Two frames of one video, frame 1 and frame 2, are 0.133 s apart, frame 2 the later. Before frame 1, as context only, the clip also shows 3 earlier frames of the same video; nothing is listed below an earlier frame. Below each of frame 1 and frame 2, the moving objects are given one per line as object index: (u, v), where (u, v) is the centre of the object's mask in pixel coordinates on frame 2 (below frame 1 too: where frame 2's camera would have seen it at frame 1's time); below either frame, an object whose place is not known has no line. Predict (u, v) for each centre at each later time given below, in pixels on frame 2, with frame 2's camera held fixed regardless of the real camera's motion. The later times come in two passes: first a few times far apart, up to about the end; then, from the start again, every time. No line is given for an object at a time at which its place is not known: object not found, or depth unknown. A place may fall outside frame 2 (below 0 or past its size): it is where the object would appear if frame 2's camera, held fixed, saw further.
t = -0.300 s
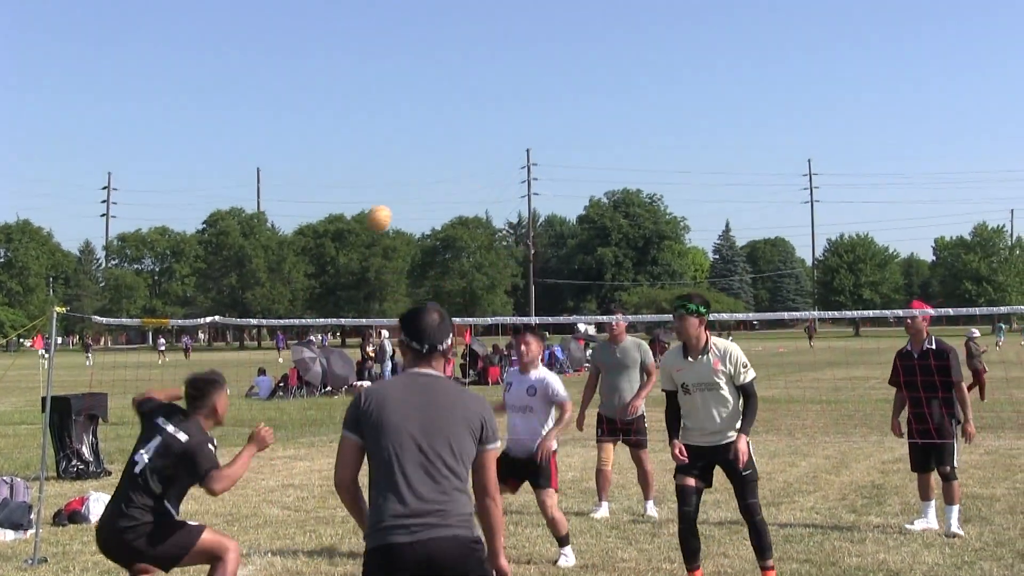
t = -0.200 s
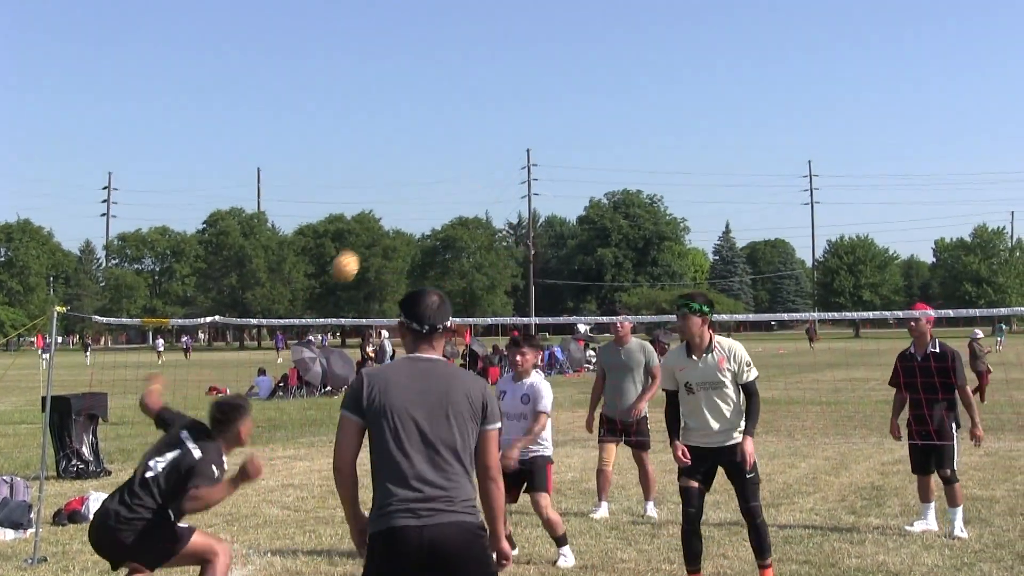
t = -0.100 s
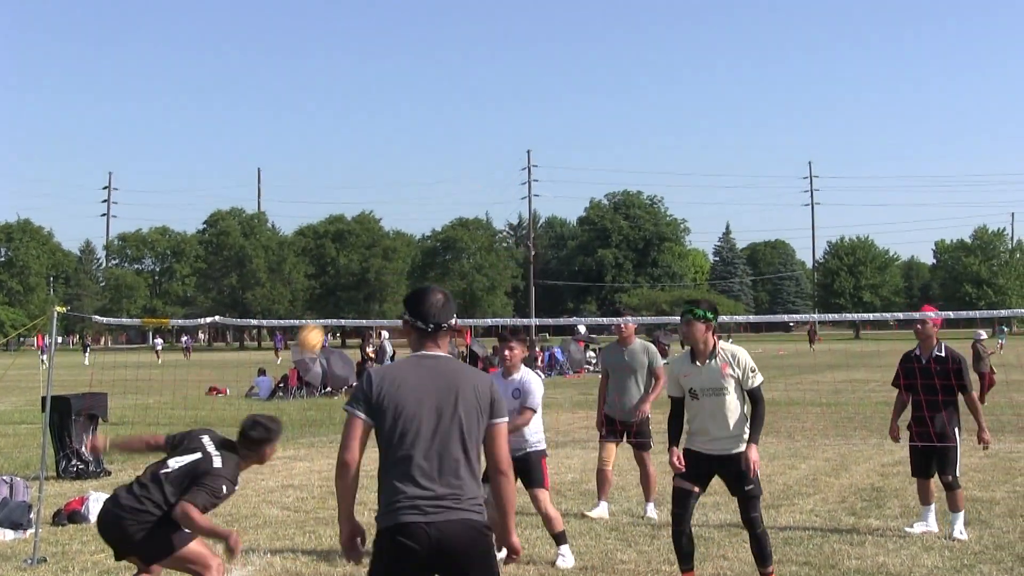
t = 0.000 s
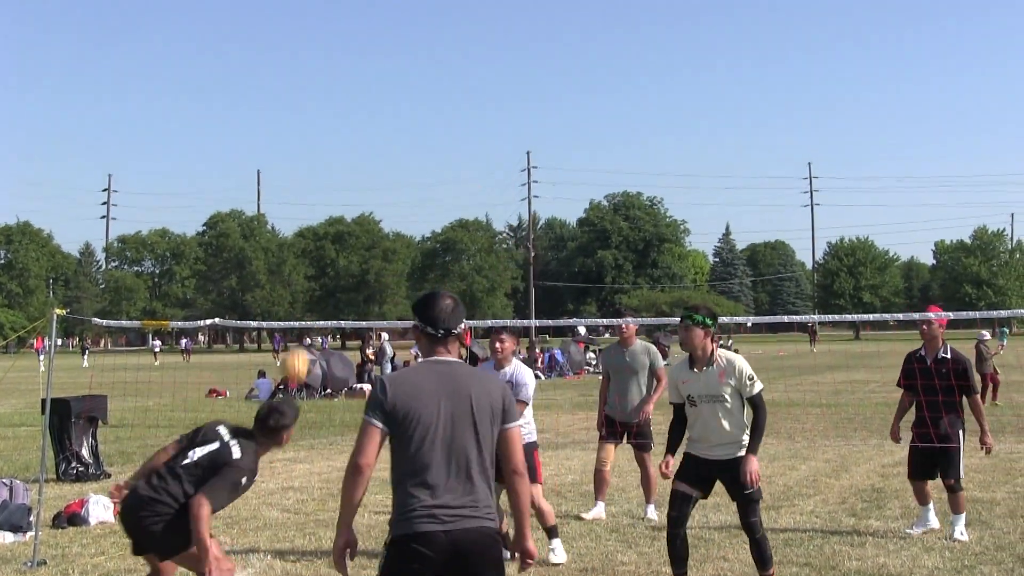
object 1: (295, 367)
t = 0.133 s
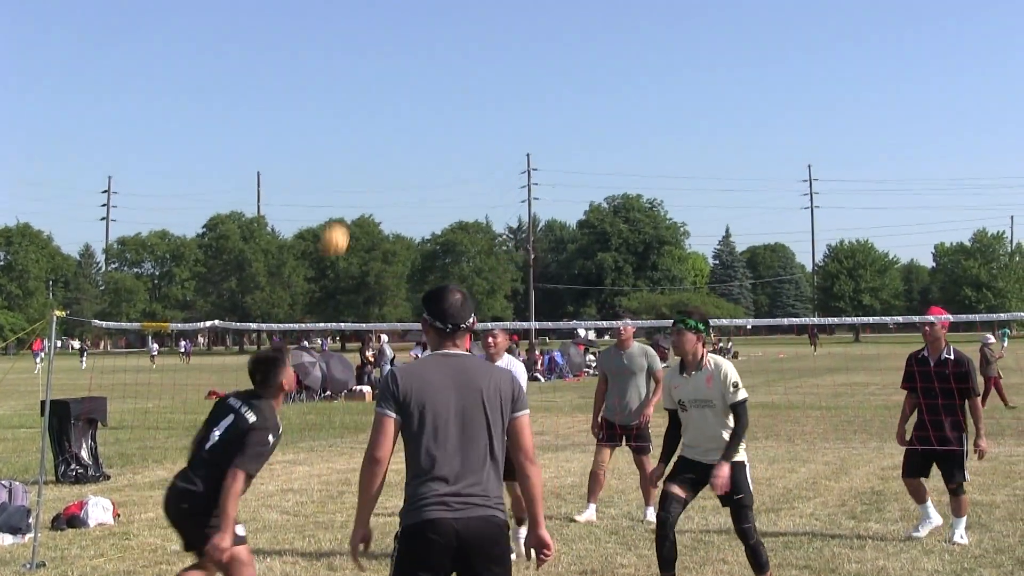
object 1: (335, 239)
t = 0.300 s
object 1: (383, 134)
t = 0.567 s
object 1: (463, 81)
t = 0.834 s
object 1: (546, 174)
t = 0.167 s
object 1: (344, 214)
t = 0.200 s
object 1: (354, 191)
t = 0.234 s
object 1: (364, 170)
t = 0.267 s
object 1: (373, 151)
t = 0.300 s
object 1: (383, 134)
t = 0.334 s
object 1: (393, 119)
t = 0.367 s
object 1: (403, 107)
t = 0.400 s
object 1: (413, 97)
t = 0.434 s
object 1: (423, 90)
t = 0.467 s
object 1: (433, 85)
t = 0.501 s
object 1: (443, 81)
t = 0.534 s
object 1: (453, 80)
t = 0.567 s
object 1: (463, 81)
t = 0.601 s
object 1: (473, 85)
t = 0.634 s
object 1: (483, 91)
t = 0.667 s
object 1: (494, 99)
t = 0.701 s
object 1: (504, 110)
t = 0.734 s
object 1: (514, 122)
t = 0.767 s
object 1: (525, 137)
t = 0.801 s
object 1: (535, 154)
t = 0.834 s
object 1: (546, 174)
